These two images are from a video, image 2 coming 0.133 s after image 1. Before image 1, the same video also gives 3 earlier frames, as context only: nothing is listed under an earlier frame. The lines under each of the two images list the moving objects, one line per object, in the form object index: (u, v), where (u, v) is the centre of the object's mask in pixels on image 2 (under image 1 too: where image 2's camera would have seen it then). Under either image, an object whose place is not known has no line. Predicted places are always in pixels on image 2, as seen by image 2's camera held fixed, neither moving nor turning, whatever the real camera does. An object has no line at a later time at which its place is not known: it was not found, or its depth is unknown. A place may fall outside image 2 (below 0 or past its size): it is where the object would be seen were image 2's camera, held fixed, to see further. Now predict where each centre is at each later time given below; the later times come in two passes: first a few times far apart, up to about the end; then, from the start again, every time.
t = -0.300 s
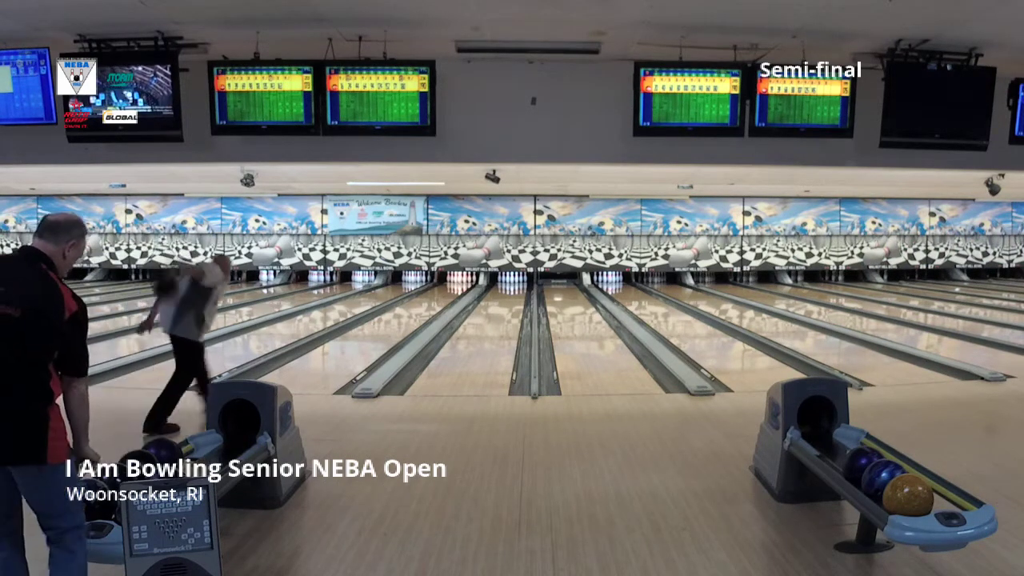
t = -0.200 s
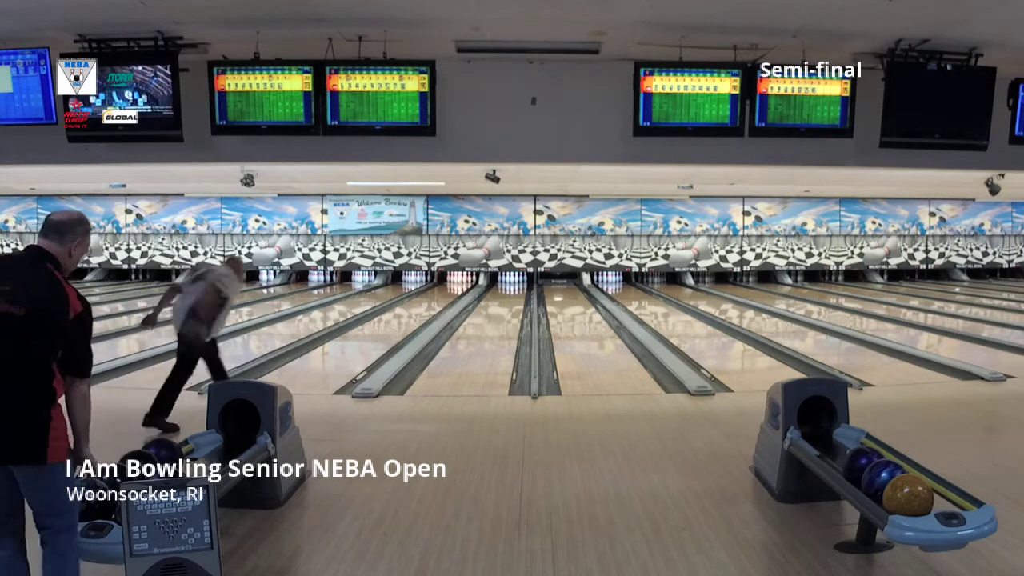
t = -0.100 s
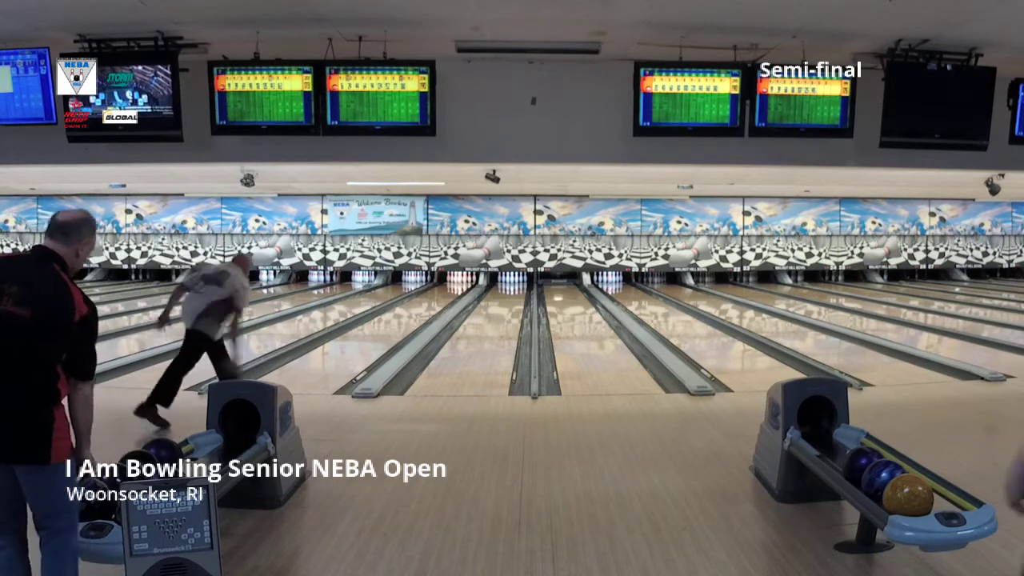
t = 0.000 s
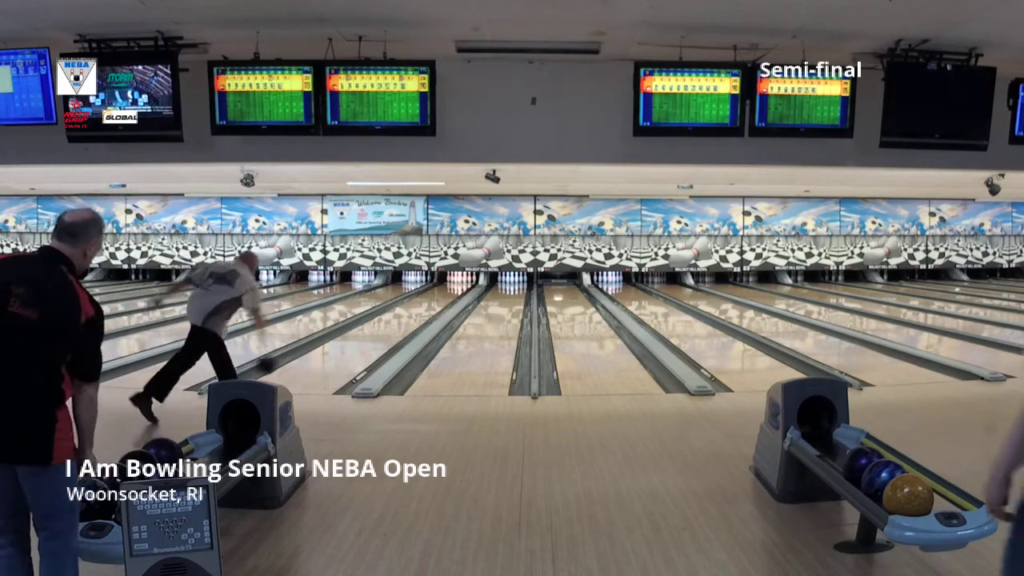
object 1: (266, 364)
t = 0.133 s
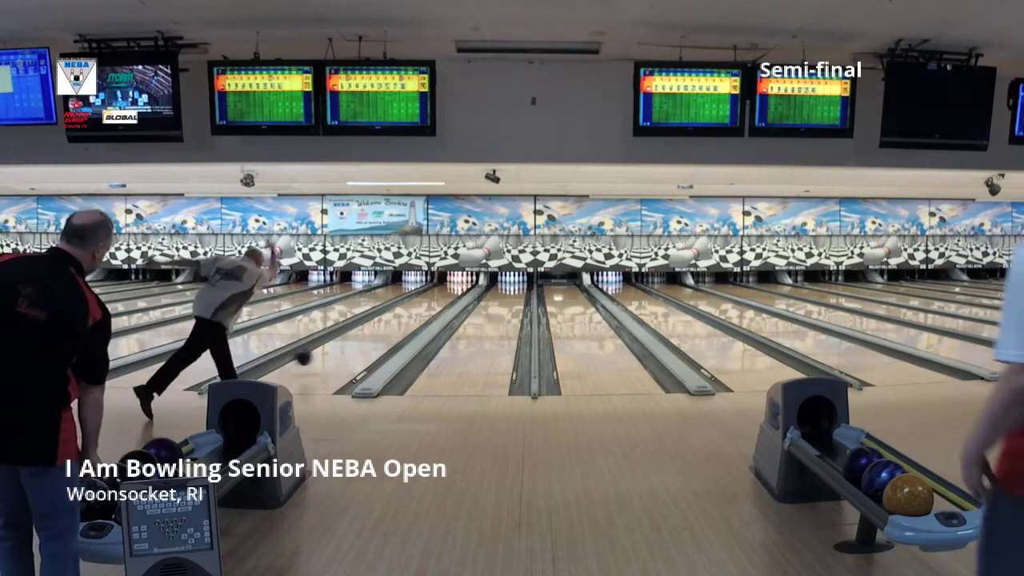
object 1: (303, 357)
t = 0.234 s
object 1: (325, 354)
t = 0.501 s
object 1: (369, 333)
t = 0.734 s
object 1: (395, 320)
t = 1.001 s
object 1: (418, 309)
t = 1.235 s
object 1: (432, 301)
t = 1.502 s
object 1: (445, 294)
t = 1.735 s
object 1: (452, 289)
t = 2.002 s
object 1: (458, 286)
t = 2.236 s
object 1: (459, 285)
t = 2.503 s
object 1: (459, 279)
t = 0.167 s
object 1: (311, 358)
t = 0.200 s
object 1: (318, 358)
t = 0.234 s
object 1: (325, 354)
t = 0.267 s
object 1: (332, 351)
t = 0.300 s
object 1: (338, 348)
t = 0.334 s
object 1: (343, 346)
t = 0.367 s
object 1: (349, 342)
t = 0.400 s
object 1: (354, 340)
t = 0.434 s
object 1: (359, 337)
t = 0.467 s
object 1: (364, 335)
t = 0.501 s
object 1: (369, 333)
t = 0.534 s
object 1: (373, 330)
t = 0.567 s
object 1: (377, 328)
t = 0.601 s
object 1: (381, 326)
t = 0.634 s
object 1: (385, 325)
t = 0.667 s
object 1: (388, 323)
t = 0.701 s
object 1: (392, 321)
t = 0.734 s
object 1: (395, 320)
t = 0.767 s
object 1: (399, 318)
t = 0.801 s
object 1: (401, 317)
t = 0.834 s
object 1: (405, 315)
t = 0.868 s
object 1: (407, 314)
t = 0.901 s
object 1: (410, 312)
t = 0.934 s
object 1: (413, 311)
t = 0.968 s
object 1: (415, 310)
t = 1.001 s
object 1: (418, 309)
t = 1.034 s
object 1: (420, 308)
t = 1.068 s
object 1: (422, 307)
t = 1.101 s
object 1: (425, 305)
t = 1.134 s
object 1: (427, 305)
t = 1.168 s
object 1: (429, 304)
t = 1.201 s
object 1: (431, 302)
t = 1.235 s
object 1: (432, 301)
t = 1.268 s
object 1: (434, 300)
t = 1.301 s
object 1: (436, 299)
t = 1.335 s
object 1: (437, 298)
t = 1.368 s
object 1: (439, 298)
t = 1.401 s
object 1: (440, 297)
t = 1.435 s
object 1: (442, 296)
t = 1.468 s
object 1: (444, 295)
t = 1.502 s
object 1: (445, 294)
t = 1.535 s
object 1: (446, 293)
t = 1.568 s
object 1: (448, 293)
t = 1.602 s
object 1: (449, 292)
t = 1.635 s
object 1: (450, 292)
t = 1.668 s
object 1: (450, 291)
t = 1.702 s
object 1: (451, 290)
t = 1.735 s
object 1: (452, 289)
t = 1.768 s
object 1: (452, 289)
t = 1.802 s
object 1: (455, 289)
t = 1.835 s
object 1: (457, 289)
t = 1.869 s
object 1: (457, 288)
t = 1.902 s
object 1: (457, 287)
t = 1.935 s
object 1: (458, 286)
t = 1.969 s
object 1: (458, 286)
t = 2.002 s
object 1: (458, 286)
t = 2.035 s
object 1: (458, 286)
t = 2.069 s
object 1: (459, 285)
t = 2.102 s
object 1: (459, 285)
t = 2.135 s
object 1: (459, 285)
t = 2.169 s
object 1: (459, 285)
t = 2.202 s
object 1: (459, 285)
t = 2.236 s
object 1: (459, 285)
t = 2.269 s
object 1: (459, 285)
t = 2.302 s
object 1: (459, 284)
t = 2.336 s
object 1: (459, 284)
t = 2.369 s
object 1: (459, 284)
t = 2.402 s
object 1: (459, 283)
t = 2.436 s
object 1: (460, 281)
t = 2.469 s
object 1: (459, 280)
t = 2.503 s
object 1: (459, 279)
